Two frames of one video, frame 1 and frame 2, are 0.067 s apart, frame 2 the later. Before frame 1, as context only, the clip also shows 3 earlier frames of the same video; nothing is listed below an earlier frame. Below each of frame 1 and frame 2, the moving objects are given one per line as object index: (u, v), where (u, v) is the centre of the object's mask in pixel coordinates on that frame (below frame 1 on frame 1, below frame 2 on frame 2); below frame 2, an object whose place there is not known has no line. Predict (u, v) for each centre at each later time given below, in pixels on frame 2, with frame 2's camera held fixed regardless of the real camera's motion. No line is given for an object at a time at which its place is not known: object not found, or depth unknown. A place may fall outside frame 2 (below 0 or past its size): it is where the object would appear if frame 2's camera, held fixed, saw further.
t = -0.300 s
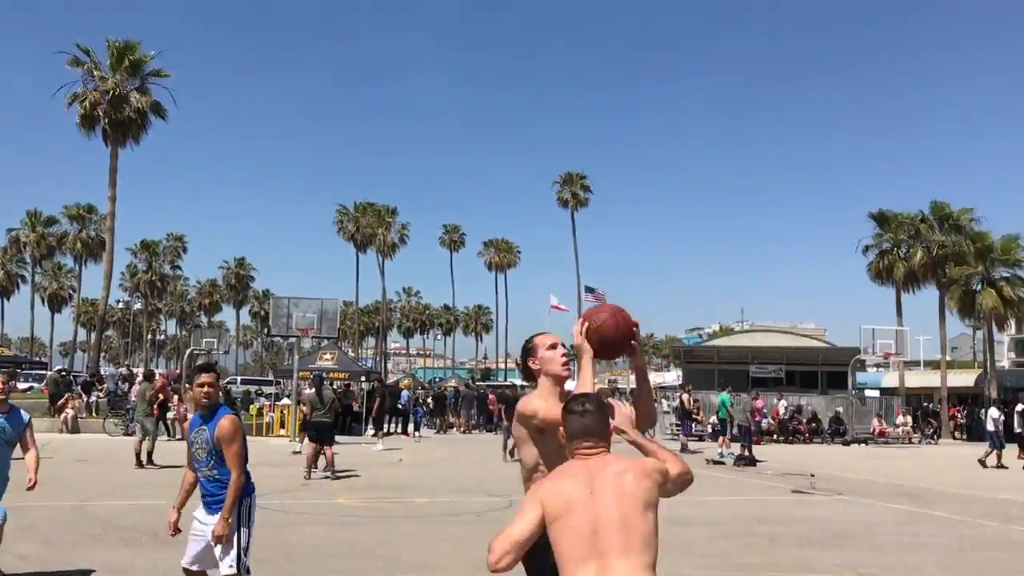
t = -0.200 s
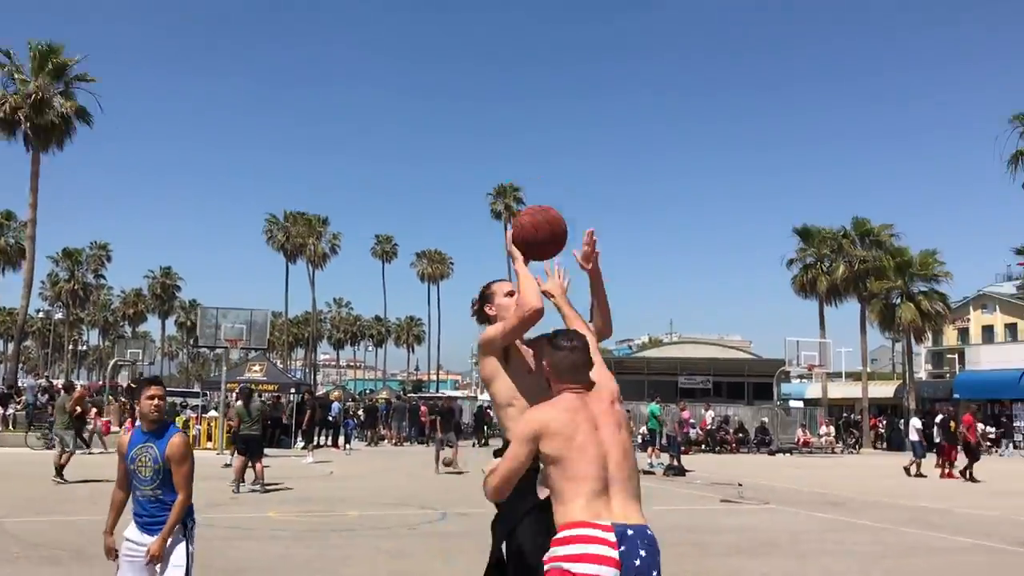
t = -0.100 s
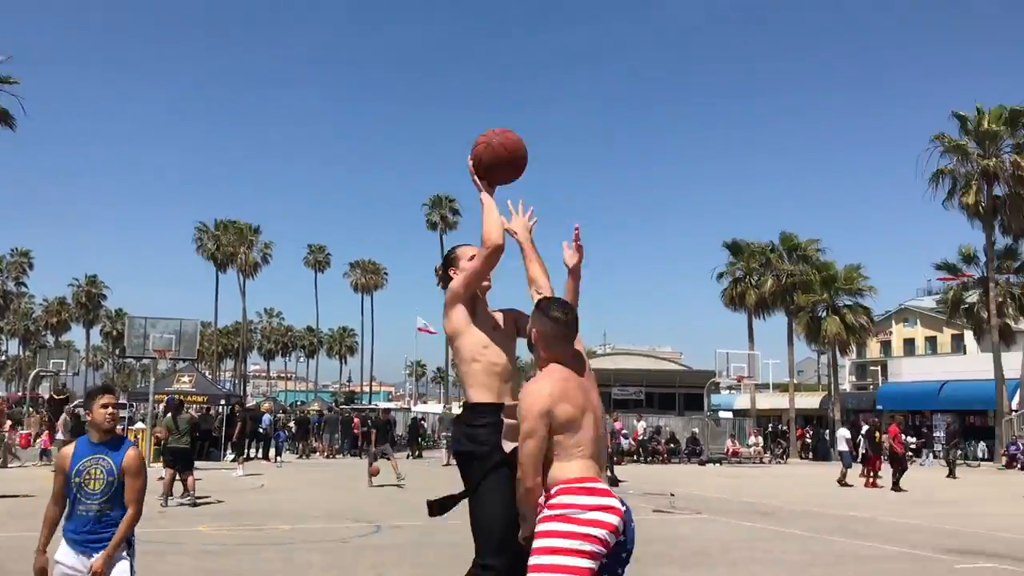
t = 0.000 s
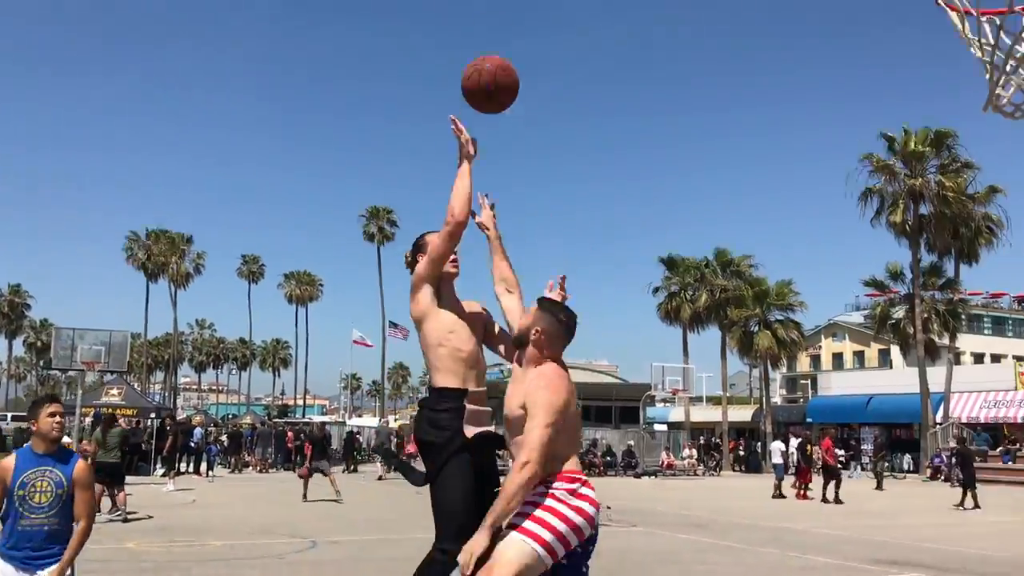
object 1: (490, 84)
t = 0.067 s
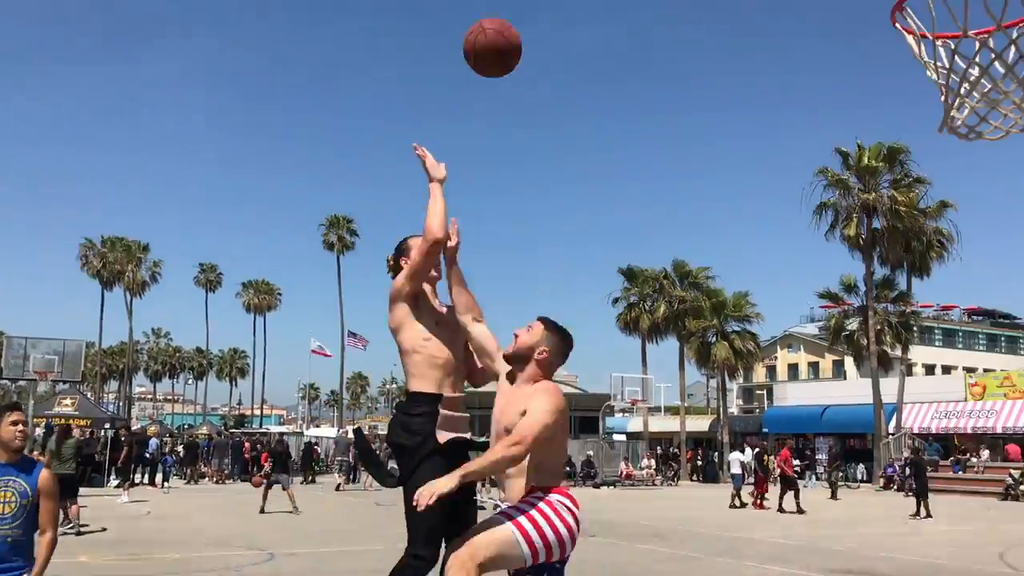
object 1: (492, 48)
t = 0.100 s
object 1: (511, 24)
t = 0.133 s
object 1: (530, 4)
